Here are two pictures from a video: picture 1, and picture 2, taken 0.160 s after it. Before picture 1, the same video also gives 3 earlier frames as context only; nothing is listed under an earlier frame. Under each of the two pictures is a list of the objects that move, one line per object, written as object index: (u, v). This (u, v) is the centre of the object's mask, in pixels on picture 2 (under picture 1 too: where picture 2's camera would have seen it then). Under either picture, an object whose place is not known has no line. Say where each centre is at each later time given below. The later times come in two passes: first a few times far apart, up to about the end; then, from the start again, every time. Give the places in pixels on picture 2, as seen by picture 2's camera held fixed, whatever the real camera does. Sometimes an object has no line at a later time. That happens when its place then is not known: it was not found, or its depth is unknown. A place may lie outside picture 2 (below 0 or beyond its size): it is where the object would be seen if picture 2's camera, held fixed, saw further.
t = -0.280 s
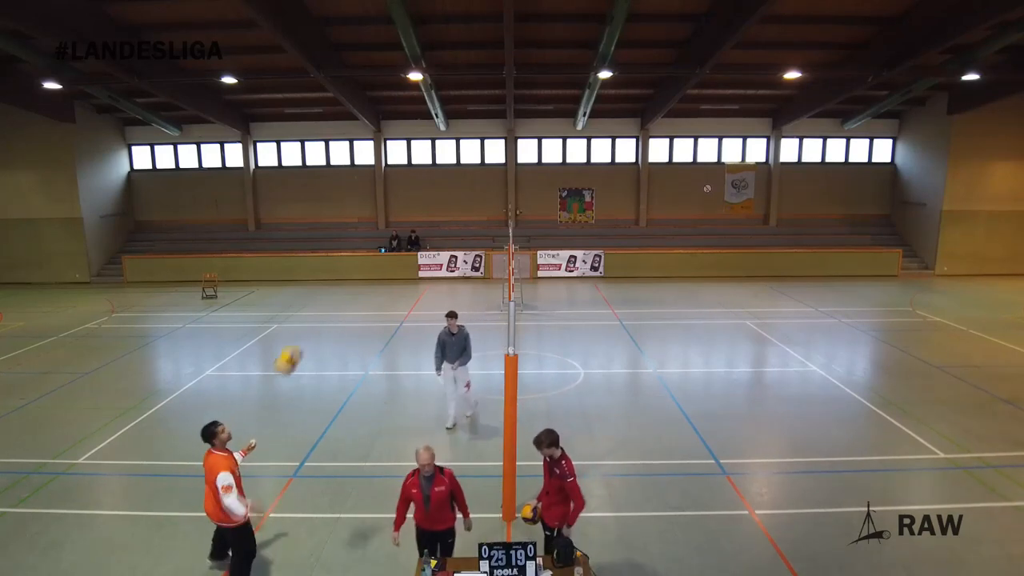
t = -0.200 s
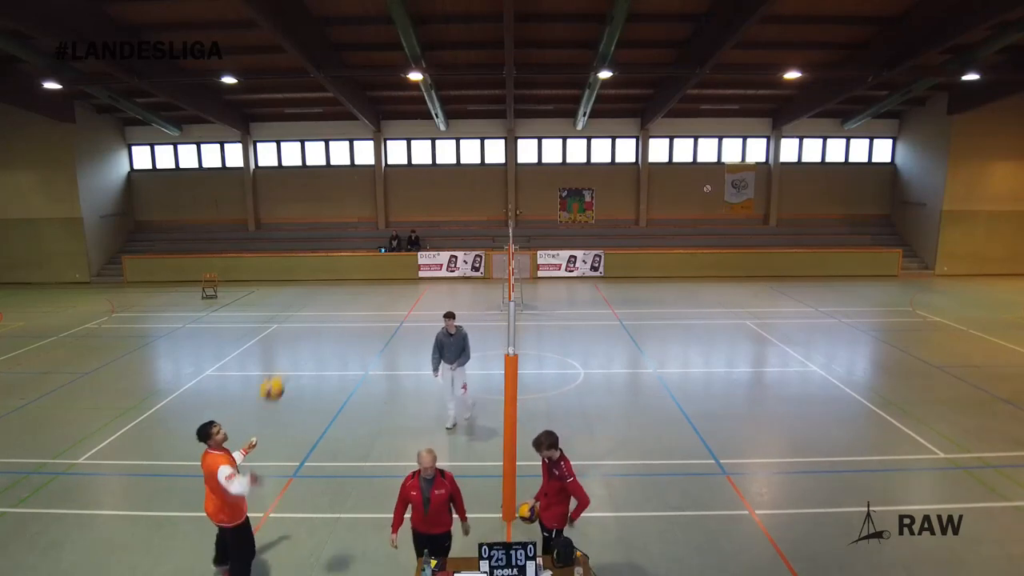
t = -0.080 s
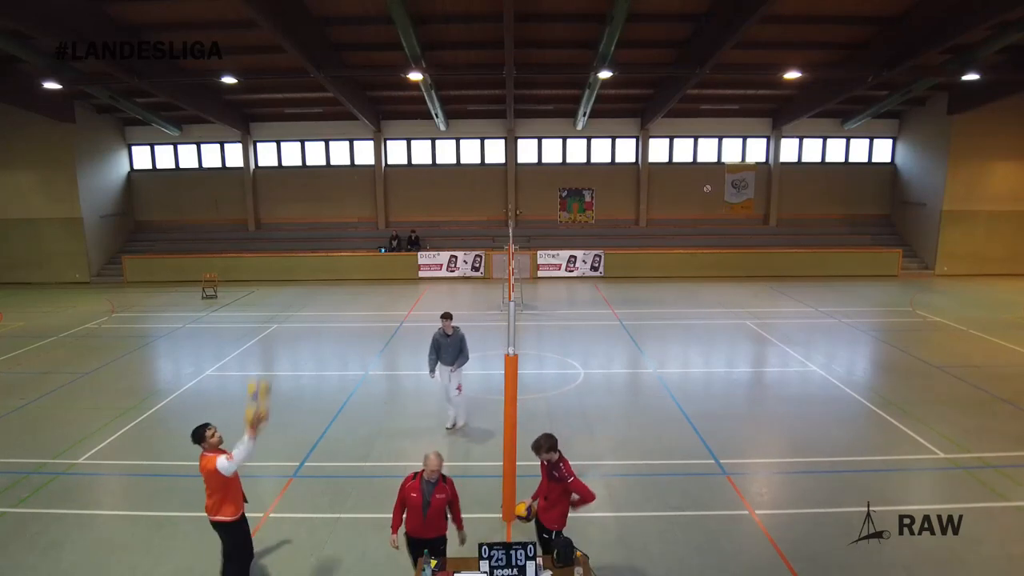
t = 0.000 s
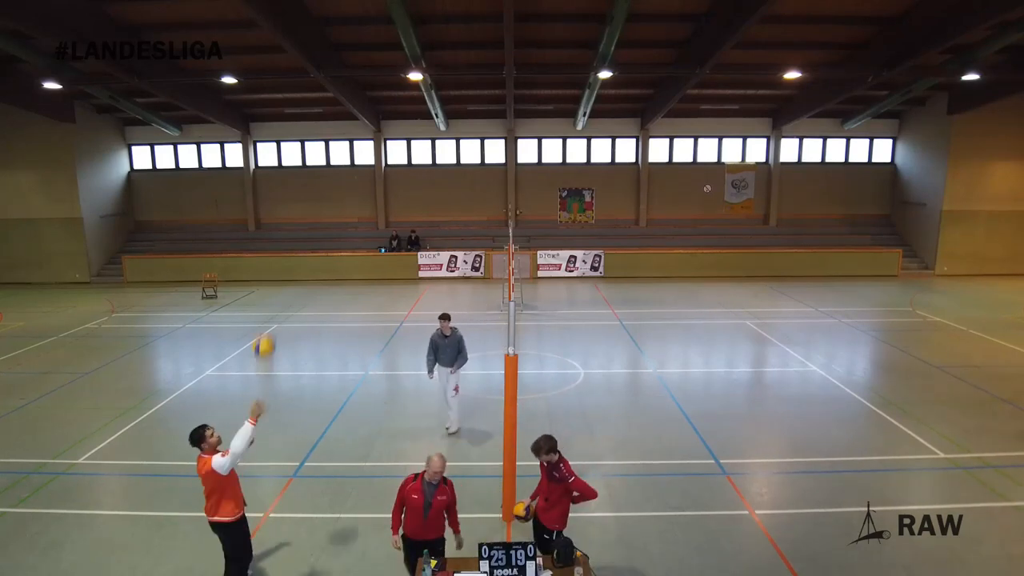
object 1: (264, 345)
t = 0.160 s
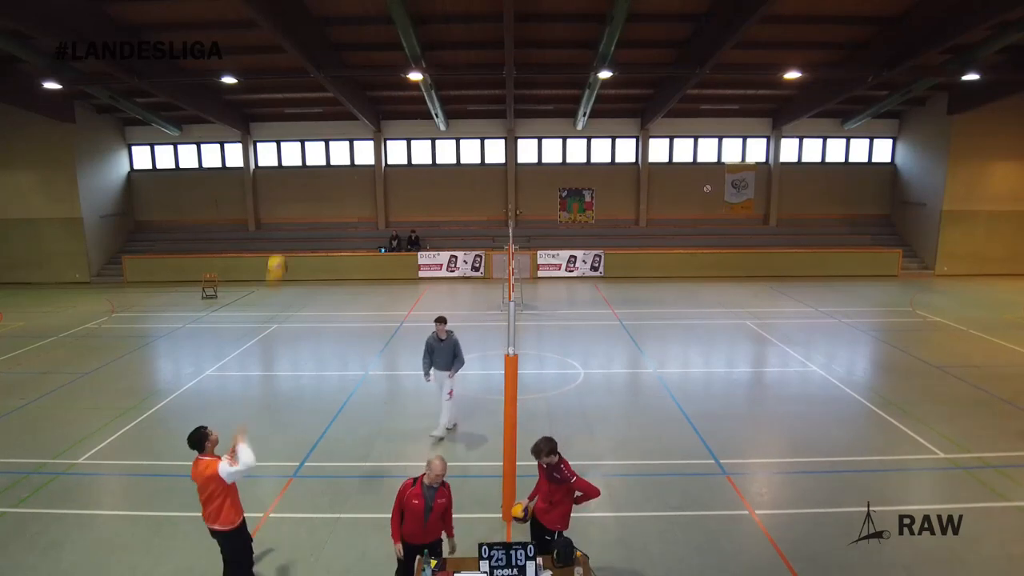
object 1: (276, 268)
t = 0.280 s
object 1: (285, 235)
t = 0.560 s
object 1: (308, 214)
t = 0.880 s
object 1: (330, 263)
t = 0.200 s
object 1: (279, 254)
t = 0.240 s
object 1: (282, 243)
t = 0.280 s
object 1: (285, 235)
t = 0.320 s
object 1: (288, 226)
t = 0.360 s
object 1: (292, 220)
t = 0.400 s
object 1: (295, 216)
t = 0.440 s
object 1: (298, 213)
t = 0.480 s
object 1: (301, 212)
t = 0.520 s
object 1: (304, 212)
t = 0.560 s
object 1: (308, 214)
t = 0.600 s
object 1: (310, 216)
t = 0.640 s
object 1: (313, 219)
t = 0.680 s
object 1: (315, 224)
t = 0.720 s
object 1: (319, 230)
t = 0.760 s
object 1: (322, 238)
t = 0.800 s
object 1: (325, 246)
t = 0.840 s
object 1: (327, 253)
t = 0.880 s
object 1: (330, 263)
